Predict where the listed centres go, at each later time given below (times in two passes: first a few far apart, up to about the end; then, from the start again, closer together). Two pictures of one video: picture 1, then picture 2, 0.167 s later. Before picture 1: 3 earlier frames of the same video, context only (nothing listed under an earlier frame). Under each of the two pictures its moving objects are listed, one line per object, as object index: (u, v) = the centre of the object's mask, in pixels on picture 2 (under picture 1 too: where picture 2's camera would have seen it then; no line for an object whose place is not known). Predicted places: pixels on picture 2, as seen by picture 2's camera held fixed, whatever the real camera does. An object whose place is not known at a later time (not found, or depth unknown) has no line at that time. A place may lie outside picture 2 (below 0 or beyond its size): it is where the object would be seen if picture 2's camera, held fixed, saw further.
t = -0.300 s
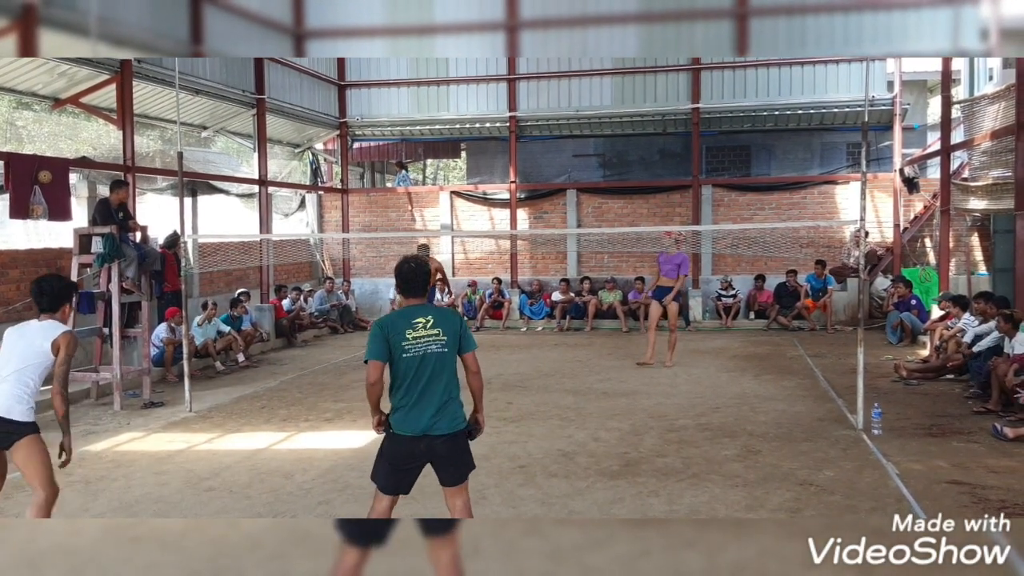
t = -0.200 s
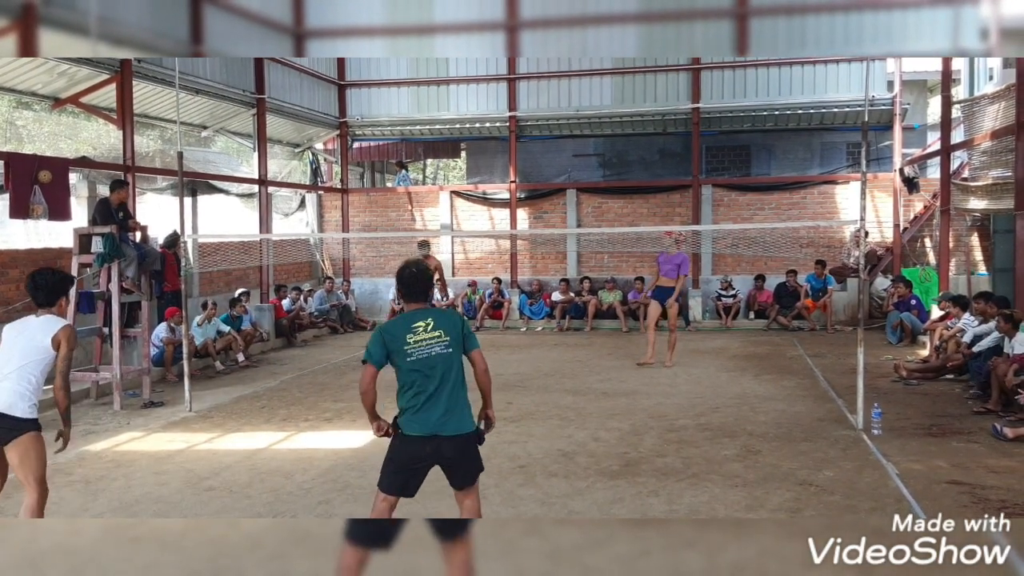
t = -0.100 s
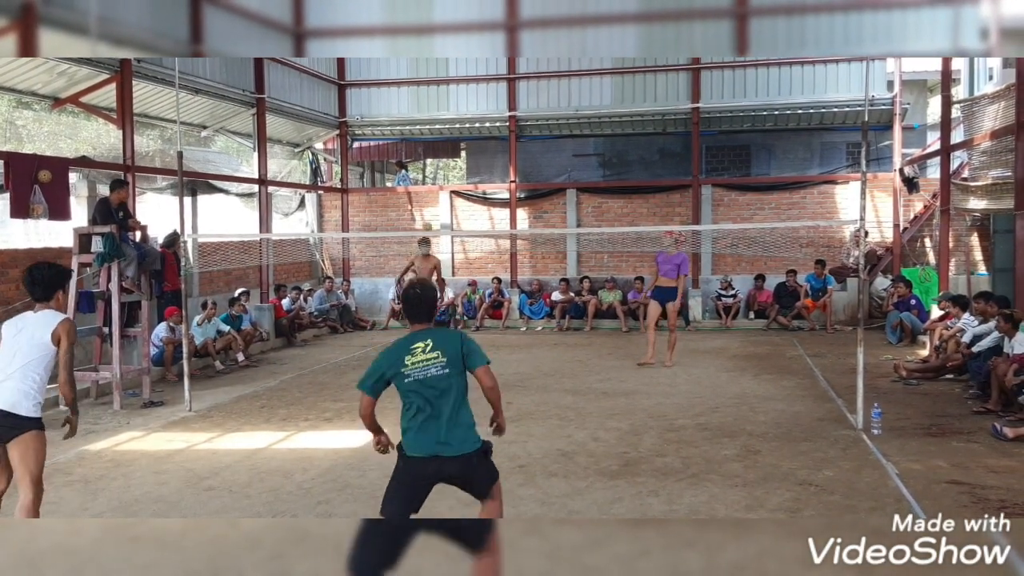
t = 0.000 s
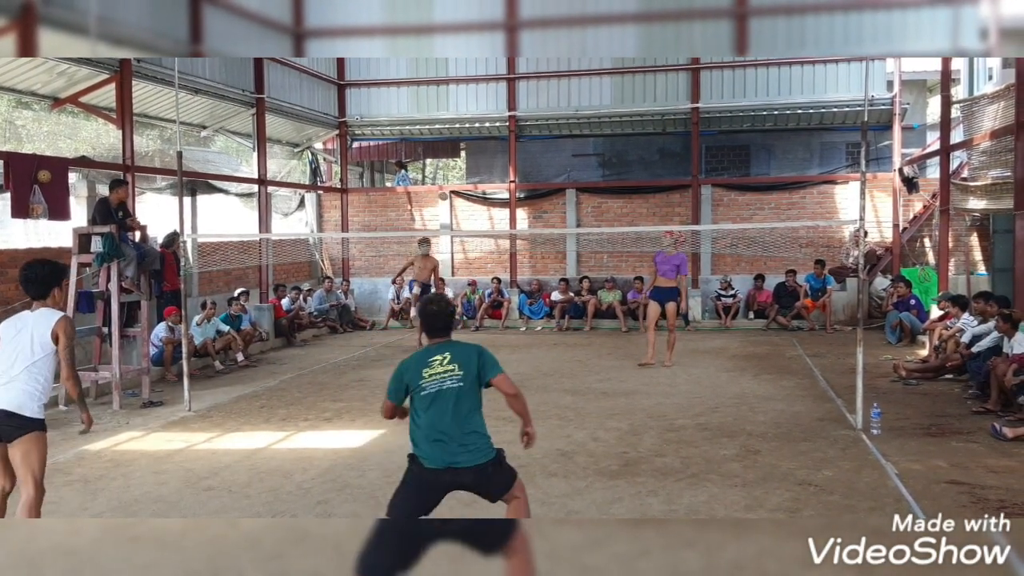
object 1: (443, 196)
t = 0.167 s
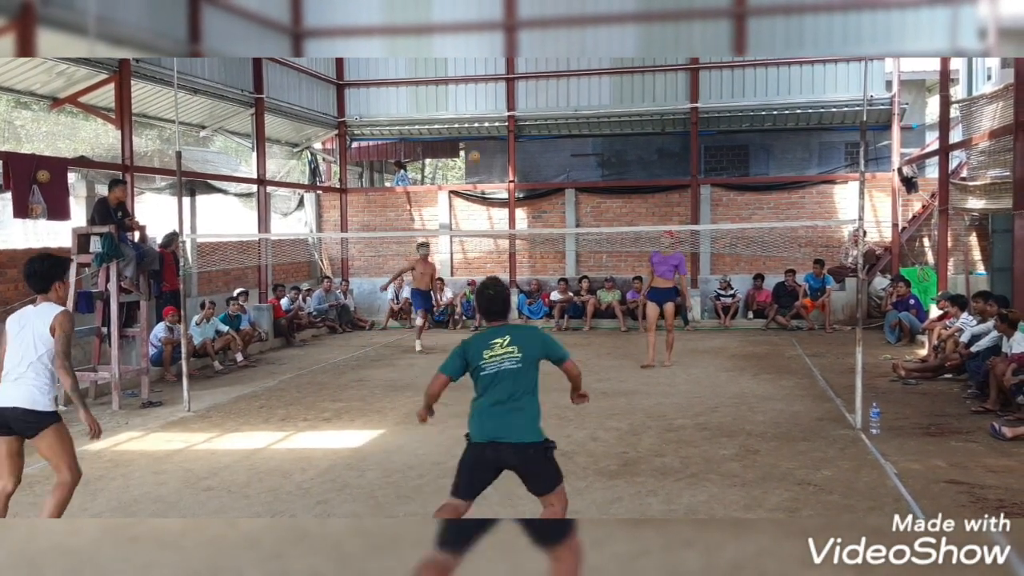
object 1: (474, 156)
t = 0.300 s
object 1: (504, 138)
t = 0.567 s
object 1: (584, 147)
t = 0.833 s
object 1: (703, 271)
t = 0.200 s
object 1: (481, 150)
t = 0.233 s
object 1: (488, 145)
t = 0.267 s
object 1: (495, 141)
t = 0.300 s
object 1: (504, 138)
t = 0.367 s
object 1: (521, 134)
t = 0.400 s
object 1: (530, 133)
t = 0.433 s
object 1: (540, 133)
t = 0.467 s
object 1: (550, 135)
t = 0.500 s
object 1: (561, 139)
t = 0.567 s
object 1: (584, 147)
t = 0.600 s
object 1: (596, 157)
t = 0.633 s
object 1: (608, 167)
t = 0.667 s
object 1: (622, 178)
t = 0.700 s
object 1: (636, 191)
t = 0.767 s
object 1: (668, 224)
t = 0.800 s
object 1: (686, 247)
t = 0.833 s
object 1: (703, 271)
